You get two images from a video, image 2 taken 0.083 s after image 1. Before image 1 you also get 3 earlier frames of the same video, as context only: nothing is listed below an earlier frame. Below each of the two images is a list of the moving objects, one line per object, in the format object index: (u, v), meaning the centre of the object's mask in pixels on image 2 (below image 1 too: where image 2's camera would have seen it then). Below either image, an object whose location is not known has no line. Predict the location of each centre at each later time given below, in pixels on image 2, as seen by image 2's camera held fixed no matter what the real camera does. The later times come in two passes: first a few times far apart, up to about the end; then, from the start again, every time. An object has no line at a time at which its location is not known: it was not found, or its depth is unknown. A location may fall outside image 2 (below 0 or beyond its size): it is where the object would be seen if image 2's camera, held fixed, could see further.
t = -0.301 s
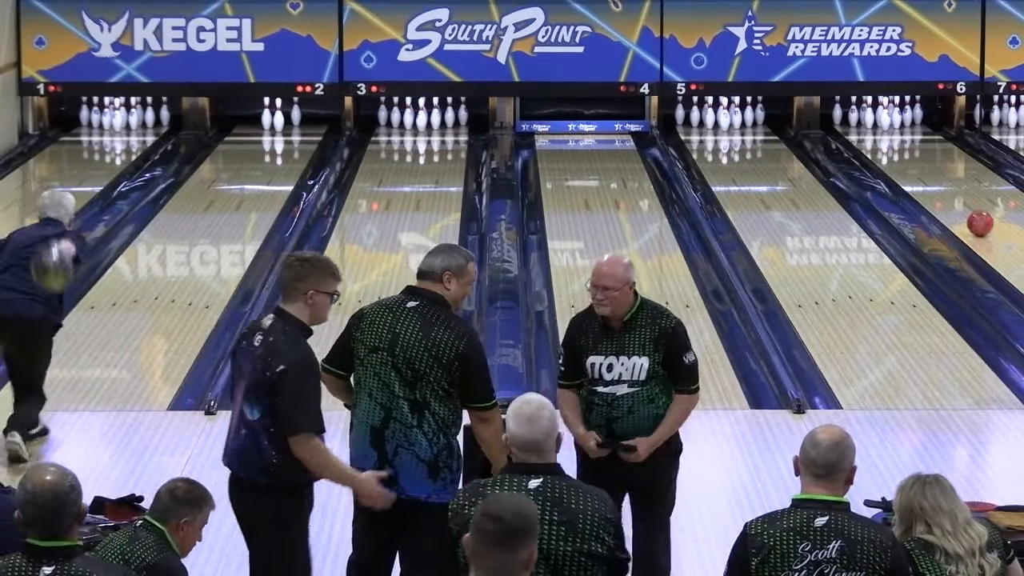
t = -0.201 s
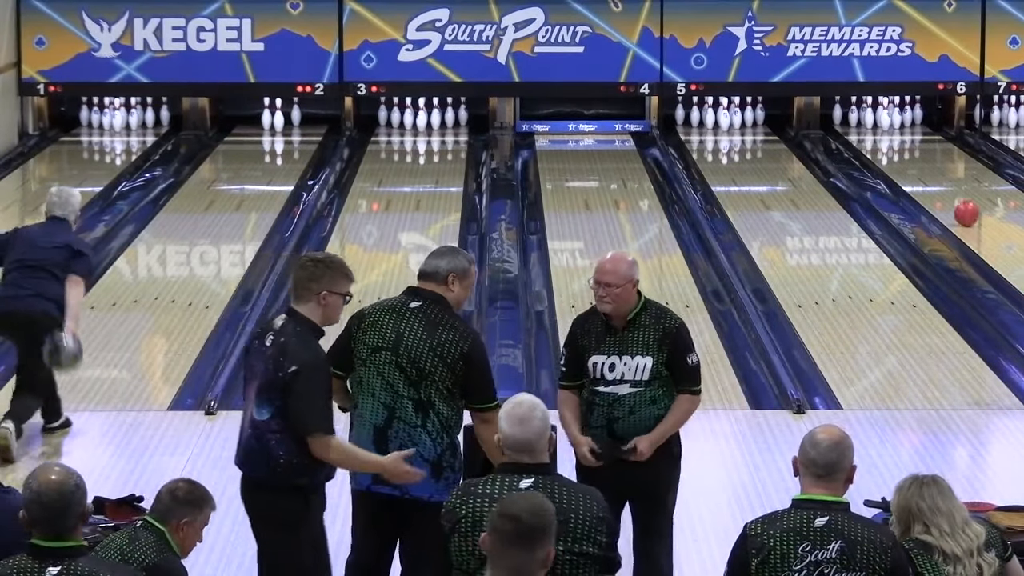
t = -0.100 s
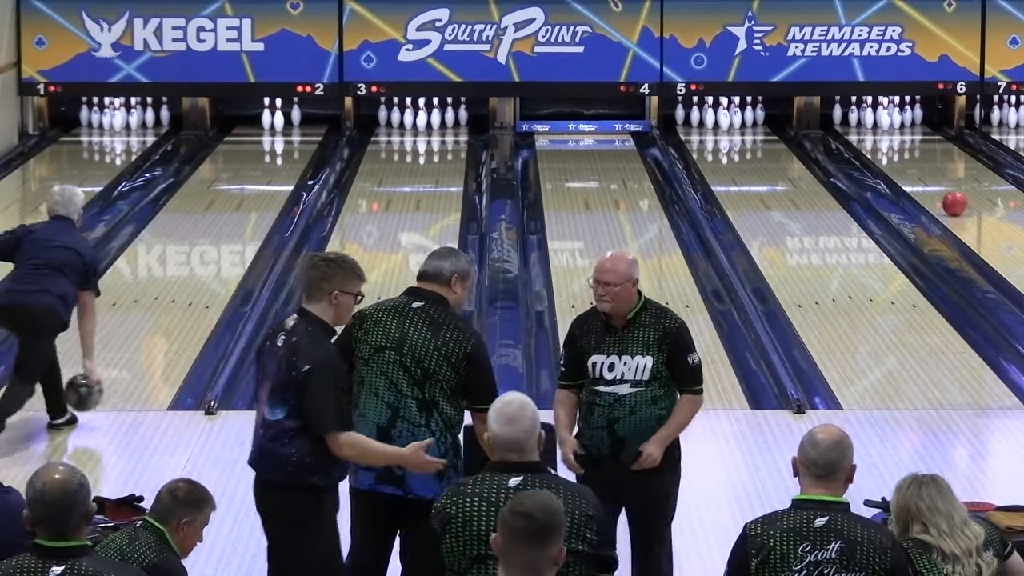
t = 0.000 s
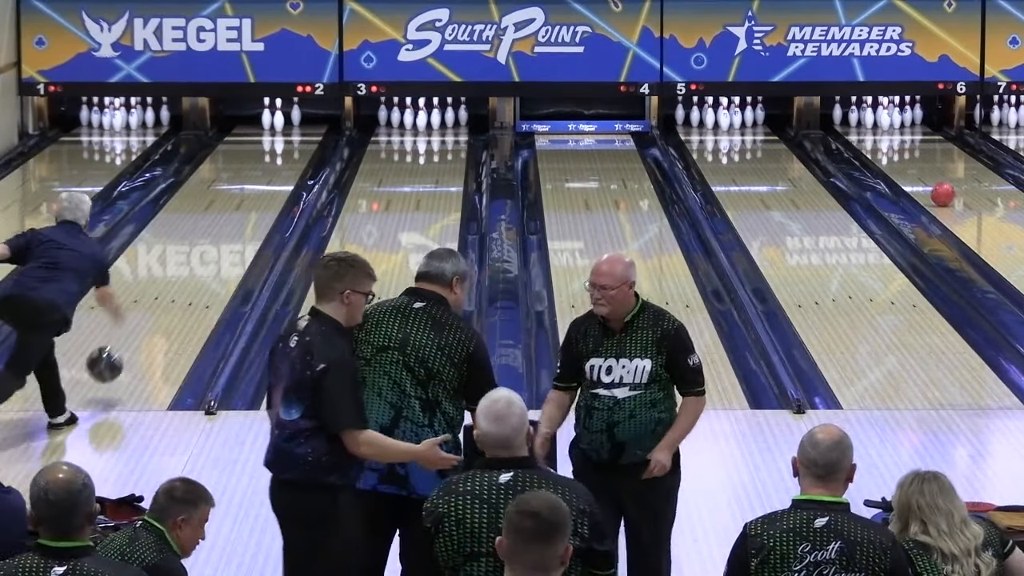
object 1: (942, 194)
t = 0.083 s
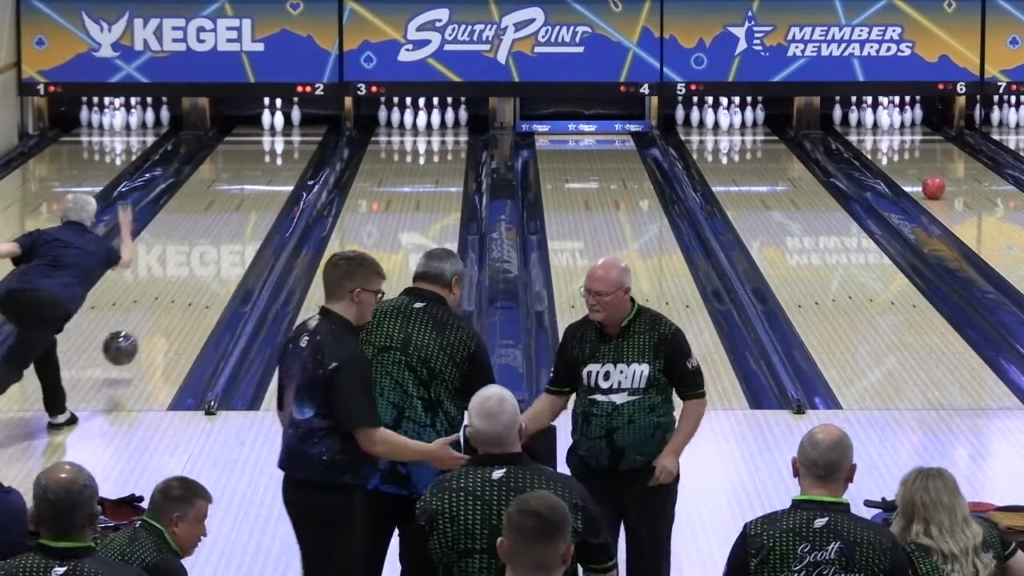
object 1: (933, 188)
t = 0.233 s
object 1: (919, 175)
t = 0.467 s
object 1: (899, 158)
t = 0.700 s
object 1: (887, 144)
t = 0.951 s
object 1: (879, 130)
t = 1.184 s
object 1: (874, 121)
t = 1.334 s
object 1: (869, 117)
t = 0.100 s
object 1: (931, 186)
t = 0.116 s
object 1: (929, 184)
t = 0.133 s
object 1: (928, 183)
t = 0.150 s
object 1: (927, 182)
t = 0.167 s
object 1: (925, 181)
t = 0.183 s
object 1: (923, 179)
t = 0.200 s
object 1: (921, 177)
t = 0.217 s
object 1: (920, 176)
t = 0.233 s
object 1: (919, 175)
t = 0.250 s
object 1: (917, 174)
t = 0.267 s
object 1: (917, 173)
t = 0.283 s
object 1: (915, 171)
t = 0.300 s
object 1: (912, 170)
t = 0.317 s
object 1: (911, 168)
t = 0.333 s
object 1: (910, 167)
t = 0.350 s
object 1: (908, 166)
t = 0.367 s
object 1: (907, 165)
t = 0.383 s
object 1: (906, 163)
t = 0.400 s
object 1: (905, 162)
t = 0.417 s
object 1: (903, 162)
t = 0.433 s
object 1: (902, 160)
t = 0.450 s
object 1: (901, 160)
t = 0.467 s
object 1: (899, 158)
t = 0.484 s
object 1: (899, 157)
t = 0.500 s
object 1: (898, 156)
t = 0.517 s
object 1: (897, 155)
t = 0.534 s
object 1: (896, 154)
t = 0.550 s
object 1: (895, 153)
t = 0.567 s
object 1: (894, 152)
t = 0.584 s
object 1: (893, 151)
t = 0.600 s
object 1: (893, 150)
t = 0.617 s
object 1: (892, 149)
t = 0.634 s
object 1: (892, 148)
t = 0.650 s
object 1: (890, 147)
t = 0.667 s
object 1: (890, 146)
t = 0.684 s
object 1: (889, 145)
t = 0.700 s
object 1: (887, 144)
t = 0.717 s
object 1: (886, 143)
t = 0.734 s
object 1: (886, 141)
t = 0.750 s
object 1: (885, 141)
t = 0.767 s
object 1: (885, 140)
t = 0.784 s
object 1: (884, 139)
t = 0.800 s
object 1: (884, 138)
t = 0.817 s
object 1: (883, 137)
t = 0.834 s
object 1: (882, 136)
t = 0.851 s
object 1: (881, 135)
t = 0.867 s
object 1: (881, 134)
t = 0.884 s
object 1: (881, 133)
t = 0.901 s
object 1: (880, 133)
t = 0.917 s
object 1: (880, 132)
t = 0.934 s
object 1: (880, 131)
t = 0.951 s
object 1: (879, 130)
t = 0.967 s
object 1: (879, 129)
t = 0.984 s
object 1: (879, 128)
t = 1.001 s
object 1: (879, 128)
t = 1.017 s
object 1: (878, 126)
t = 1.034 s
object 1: (878, 126)
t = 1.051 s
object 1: (878, 126)
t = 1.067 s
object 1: (878, 125)
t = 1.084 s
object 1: (878, 124)
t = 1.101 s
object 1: (878, 124)
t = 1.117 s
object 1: (878, 123)
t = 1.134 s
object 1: (878, 122)
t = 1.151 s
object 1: (876, 121)
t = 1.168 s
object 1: (875, 121)
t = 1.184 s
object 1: (874, 121)
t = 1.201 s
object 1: (874, 120)
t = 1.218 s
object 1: (874, 120)
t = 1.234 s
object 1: (874, 119)
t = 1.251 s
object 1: (873, 119)
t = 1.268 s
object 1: (873, 119)
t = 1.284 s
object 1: (872, 119)
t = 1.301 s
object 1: (870, 118)
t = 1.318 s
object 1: (870, 118)
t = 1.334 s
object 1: (869, 117)
